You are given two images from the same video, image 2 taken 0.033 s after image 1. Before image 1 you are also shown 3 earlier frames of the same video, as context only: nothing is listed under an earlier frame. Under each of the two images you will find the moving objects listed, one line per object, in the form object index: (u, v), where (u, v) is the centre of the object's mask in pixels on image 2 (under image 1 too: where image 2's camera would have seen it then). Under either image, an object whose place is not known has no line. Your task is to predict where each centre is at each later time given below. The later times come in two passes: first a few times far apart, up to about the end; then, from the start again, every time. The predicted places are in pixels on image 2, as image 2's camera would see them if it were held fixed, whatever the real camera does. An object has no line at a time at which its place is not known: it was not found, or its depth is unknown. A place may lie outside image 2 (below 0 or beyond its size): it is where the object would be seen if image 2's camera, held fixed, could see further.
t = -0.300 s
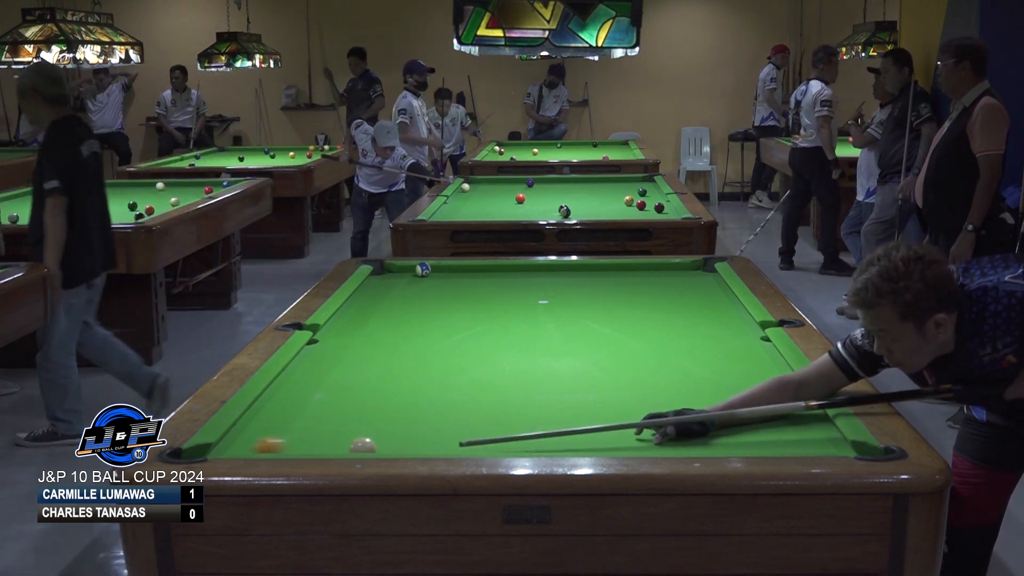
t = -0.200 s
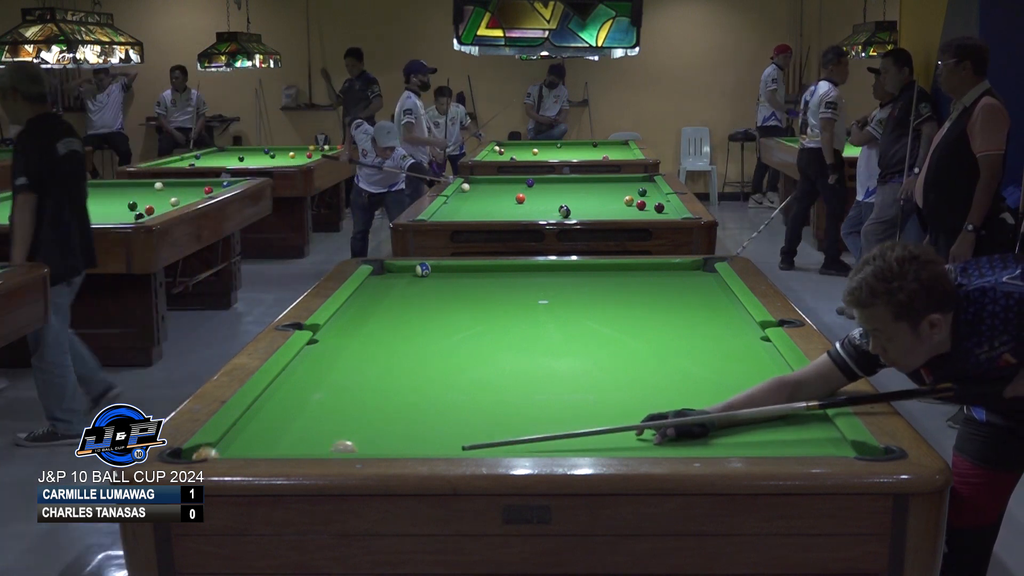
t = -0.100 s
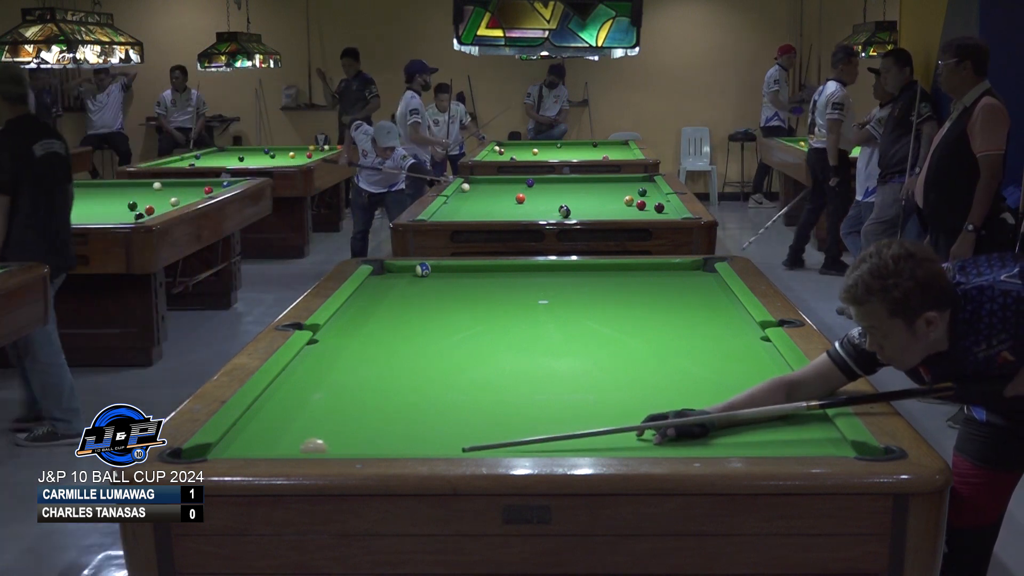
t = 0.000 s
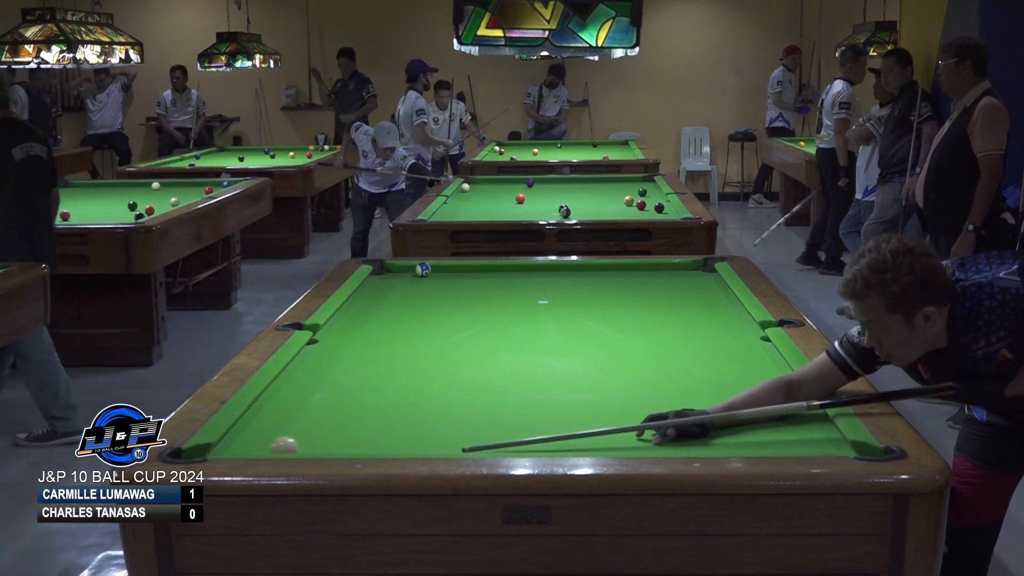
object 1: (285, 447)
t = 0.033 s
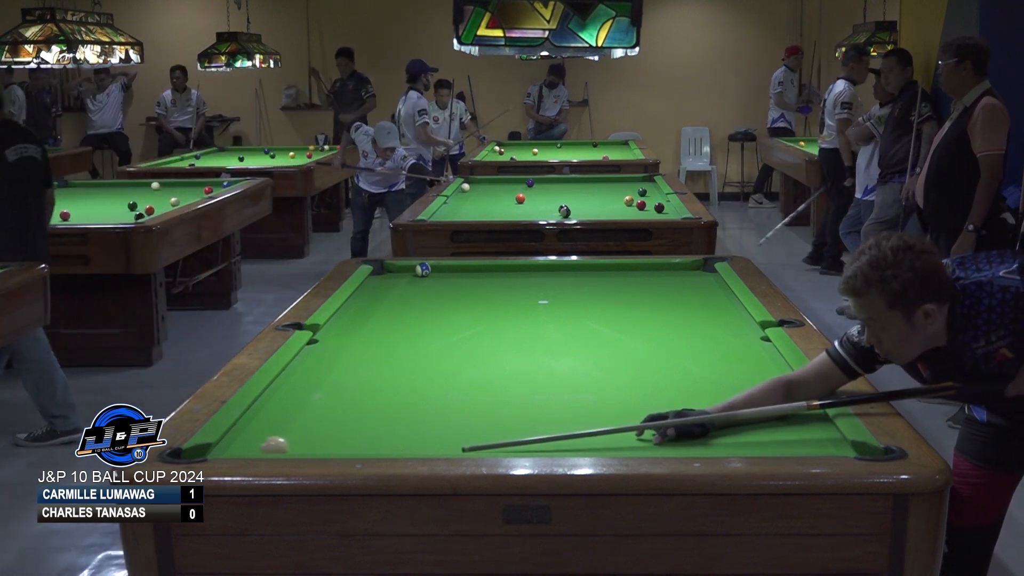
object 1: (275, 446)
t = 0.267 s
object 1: (239, 444)
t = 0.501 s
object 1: (275, 440)
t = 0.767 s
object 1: (314, 433)
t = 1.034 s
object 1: (348, 427)
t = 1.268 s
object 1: (375, 422)
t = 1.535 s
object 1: (403, 417)
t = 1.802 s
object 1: (428, 413)
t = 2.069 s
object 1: (450, 409)
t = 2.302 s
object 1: (468, 406)
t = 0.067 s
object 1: (265, 446)
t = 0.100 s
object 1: (256, 446)
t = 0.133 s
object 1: (247, 446)
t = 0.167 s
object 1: (236, 446)
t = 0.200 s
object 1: (227, 446)
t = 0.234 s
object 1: (231, 445)
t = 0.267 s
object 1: (239, 444)
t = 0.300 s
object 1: (244, 443)
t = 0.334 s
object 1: (250, 443)
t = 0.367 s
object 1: (255, 442)
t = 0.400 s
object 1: (260, 442)
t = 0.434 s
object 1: (265, 441)
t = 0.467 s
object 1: (270, 441)
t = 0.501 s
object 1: (275, 440)
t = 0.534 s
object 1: (280, 439)
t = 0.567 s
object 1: (285, 438)
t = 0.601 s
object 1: (290, 437)
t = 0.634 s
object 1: (295, 437)
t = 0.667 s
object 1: (300, 436)
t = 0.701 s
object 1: (304, 435)
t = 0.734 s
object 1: (309, 434)
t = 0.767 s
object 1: (314, 433)
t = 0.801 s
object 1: (318, 432)
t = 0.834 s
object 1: (323, 432)
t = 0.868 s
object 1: (327, 431)
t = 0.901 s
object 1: (331, 430)
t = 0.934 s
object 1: (336, 429)
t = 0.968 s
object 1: (340, 428)
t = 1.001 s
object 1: (344, 428)
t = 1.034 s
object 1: (348, 427)
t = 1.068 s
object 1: (352, 426)
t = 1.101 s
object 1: (356, 426)
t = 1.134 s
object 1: (360, 425)
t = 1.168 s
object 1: (364, 424)
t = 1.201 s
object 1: (368, 424)
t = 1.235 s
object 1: (372, 423)
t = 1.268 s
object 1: (375, 422)
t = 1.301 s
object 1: (379, 422)
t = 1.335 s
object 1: (383, 421)
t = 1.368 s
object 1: (386, 420)
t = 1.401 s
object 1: (390, 420)
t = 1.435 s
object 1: (393, 419)
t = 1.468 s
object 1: (396, 419)
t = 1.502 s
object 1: (400, 418)
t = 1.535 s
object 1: (403, 417)
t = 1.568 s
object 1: (406, 417)
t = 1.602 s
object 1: (410, 416)
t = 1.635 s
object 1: (413, 416)
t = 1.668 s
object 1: (416, 415)
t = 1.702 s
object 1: (419, 415)
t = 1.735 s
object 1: (422, 414)
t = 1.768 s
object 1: (425, 414)
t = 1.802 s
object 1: (428, 413)
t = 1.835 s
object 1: (431, 412)
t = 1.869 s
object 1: (434, 412)
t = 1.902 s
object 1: (437, 411)
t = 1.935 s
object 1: (439, 411)
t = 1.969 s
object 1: (442, 411)
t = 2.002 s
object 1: (445, 410)
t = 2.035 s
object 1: (448, 410)
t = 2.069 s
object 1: (450, 409)
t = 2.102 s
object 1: (453, 409)
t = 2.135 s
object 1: (455, 408)
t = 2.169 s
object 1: (458, 408)
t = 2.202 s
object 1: (461, 407)
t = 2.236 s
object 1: (463, 407)
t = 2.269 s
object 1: (465, 407)
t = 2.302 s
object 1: (468, 406)
